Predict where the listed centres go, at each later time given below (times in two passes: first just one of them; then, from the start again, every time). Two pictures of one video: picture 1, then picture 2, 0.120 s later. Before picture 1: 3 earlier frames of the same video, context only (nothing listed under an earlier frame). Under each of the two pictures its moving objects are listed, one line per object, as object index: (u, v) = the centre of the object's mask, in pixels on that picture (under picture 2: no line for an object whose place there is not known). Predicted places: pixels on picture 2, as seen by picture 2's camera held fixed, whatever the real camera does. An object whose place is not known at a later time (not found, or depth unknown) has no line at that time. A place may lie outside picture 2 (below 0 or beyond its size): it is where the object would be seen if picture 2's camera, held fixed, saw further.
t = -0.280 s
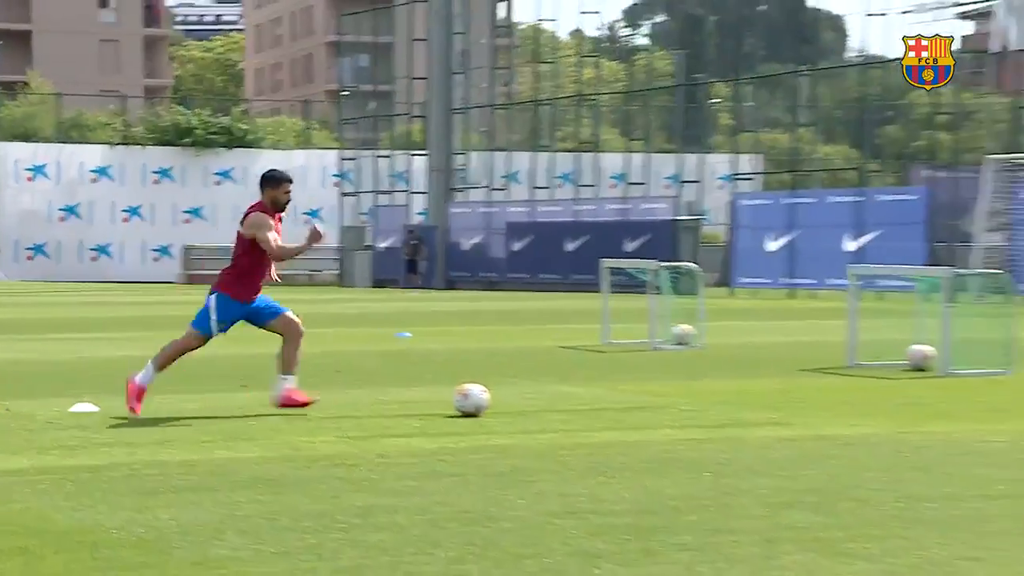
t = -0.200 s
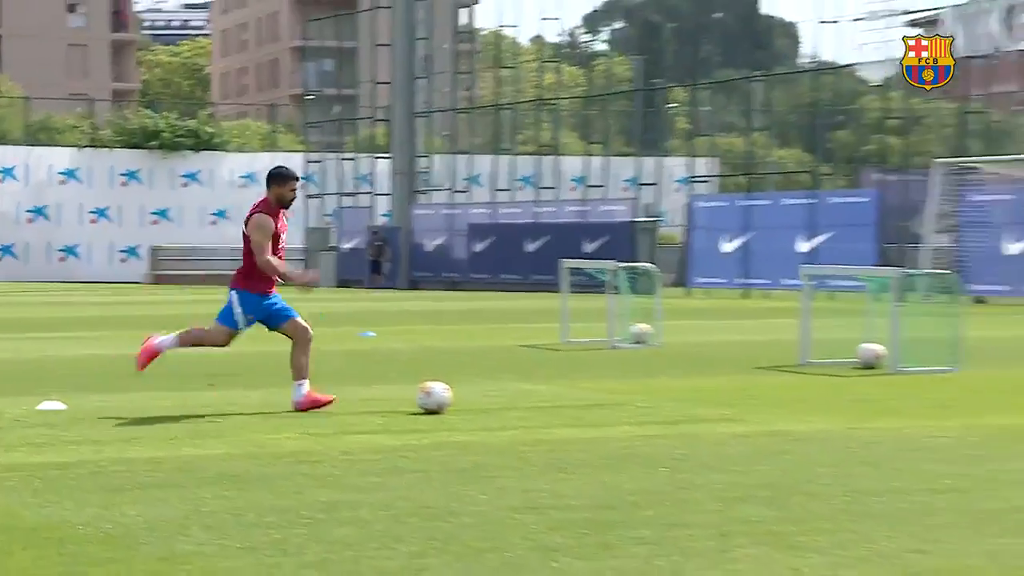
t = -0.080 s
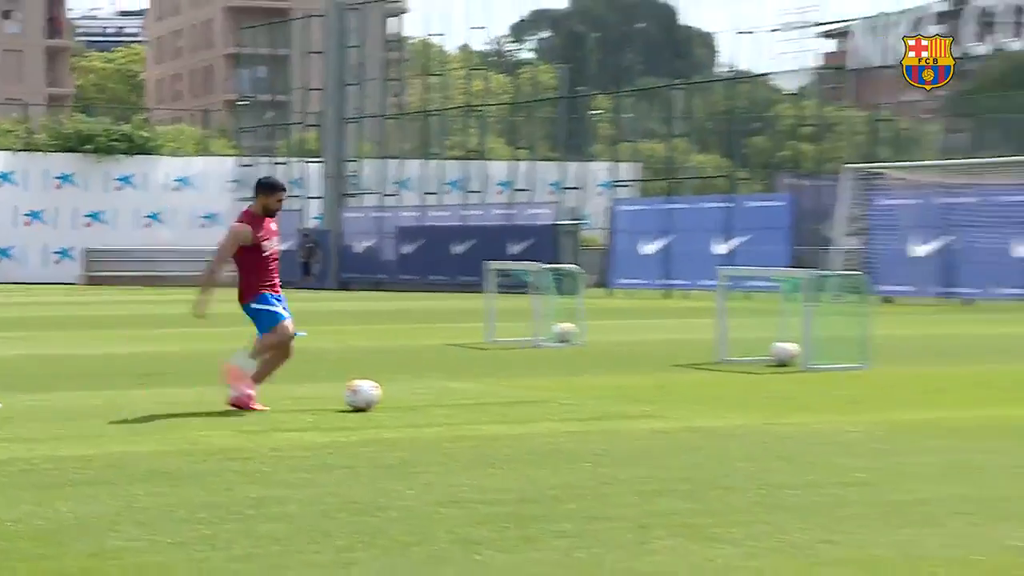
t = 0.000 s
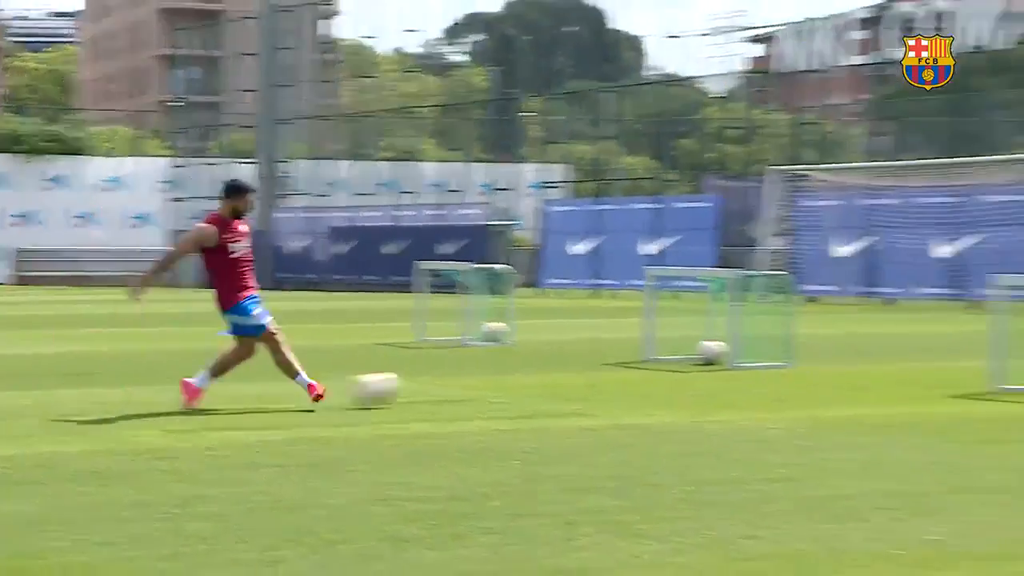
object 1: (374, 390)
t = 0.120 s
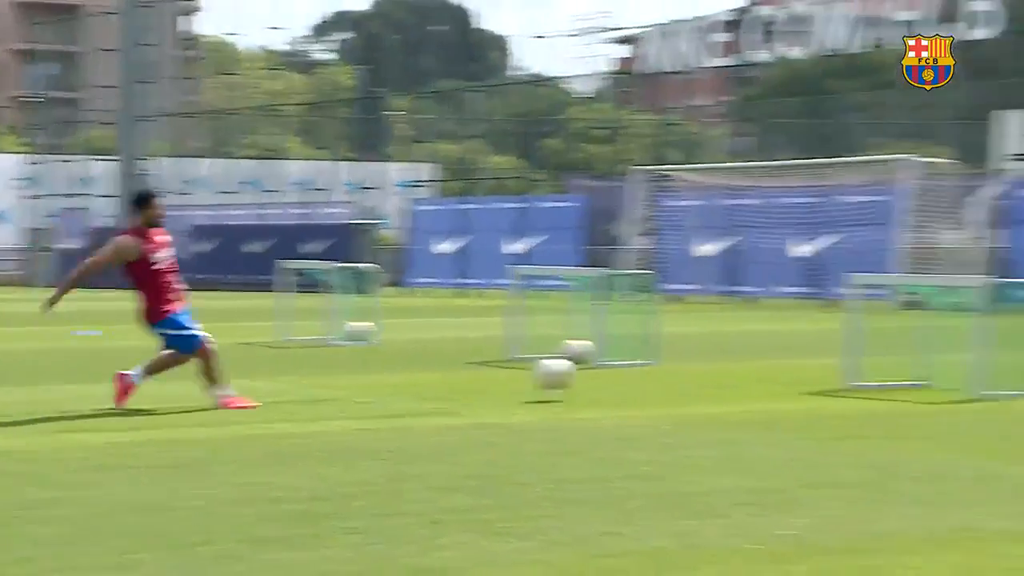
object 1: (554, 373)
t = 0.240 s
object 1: (836, 380)
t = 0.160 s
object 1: (653, 373)
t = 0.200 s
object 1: (746, 375)
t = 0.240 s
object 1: (836, 380)
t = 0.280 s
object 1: (921, 379)
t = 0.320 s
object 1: (1003, 374)
